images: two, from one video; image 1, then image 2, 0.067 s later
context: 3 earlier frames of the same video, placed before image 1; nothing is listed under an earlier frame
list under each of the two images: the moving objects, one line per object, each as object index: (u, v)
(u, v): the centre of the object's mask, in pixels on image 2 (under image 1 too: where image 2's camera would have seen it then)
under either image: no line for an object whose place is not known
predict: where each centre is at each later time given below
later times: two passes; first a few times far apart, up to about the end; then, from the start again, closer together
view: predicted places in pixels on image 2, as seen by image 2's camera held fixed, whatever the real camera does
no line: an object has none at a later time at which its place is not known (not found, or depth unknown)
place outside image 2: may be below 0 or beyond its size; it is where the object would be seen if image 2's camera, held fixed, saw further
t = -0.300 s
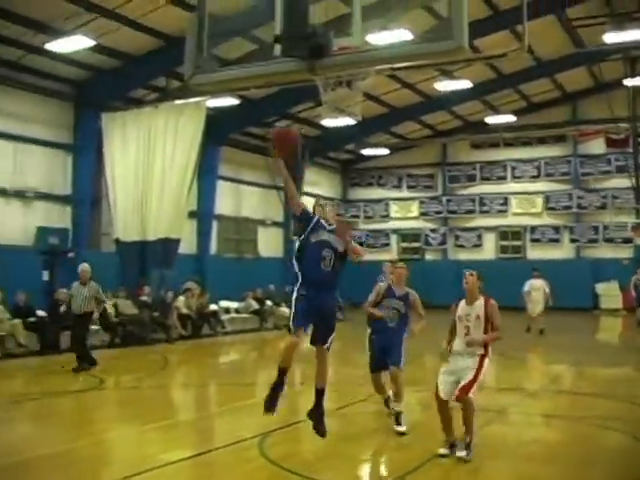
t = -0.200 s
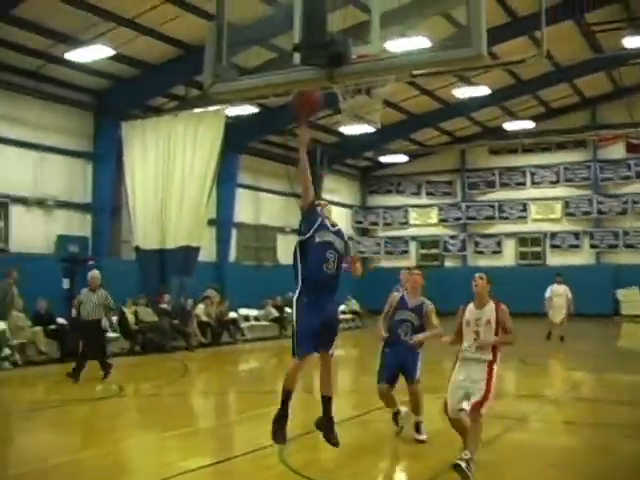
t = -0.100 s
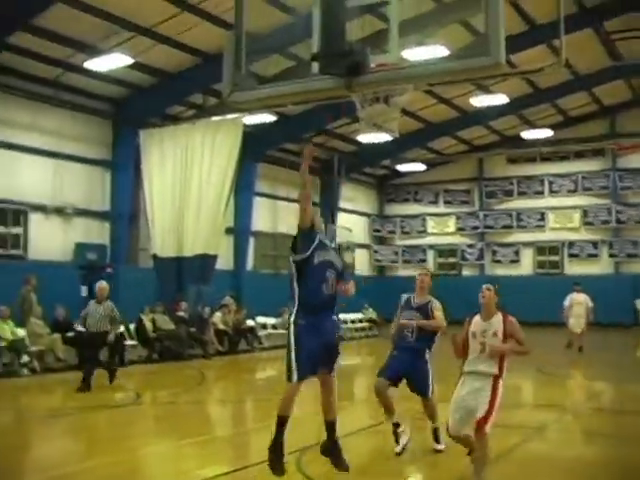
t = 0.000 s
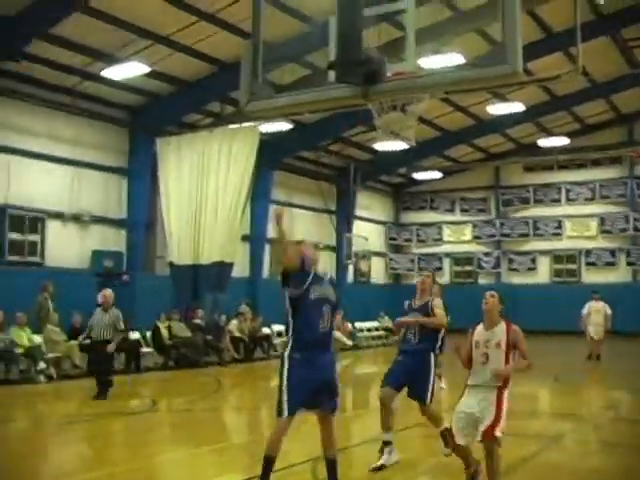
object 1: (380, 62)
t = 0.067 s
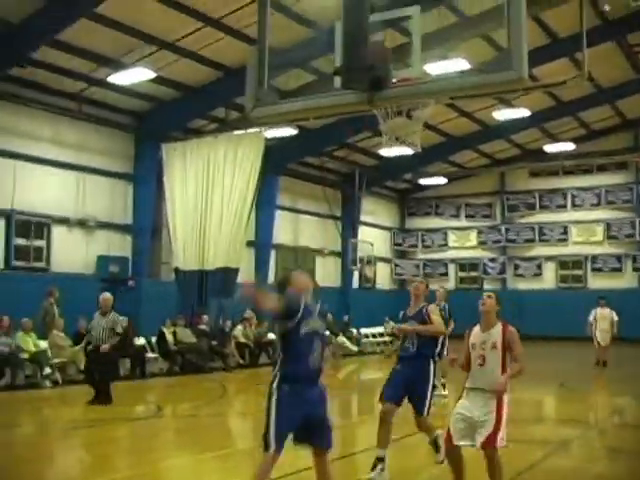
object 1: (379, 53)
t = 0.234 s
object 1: (401, 61)
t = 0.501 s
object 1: (398, 132)
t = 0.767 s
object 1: (366, 174)
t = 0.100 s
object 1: (380, 52)
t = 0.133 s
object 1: (386, 52)
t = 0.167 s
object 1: (395, 55)
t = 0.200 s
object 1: (399, 58)
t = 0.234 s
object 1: (401, 61)
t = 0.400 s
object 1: (409, 114)
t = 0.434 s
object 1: (405, 124)
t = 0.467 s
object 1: (403, 128)
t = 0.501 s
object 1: (398, 132)
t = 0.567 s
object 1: (388, 134)
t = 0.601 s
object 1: (384, 139)
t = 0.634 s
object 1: (378, 144)
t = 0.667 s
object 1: (375, 150)
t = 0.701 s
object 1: (372, 157)
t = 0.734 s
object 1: (370, 165)
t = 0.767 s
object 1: (366, 174)
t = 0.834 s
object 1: (358, 201)
